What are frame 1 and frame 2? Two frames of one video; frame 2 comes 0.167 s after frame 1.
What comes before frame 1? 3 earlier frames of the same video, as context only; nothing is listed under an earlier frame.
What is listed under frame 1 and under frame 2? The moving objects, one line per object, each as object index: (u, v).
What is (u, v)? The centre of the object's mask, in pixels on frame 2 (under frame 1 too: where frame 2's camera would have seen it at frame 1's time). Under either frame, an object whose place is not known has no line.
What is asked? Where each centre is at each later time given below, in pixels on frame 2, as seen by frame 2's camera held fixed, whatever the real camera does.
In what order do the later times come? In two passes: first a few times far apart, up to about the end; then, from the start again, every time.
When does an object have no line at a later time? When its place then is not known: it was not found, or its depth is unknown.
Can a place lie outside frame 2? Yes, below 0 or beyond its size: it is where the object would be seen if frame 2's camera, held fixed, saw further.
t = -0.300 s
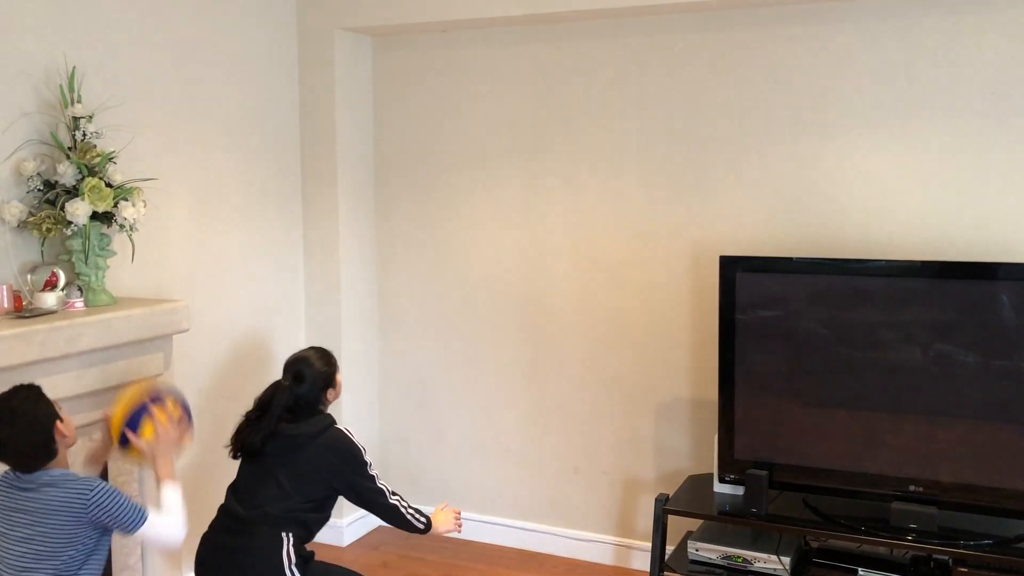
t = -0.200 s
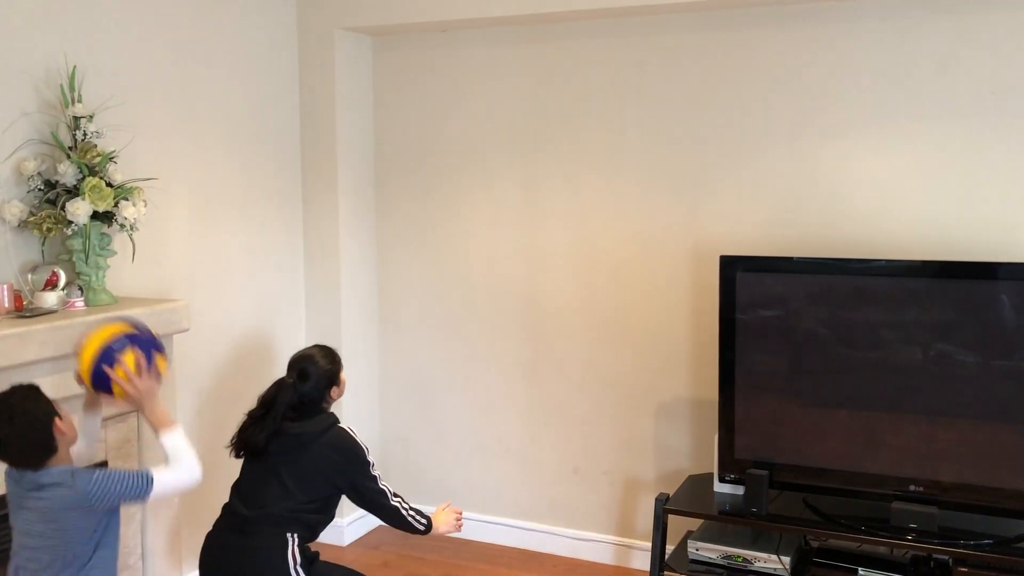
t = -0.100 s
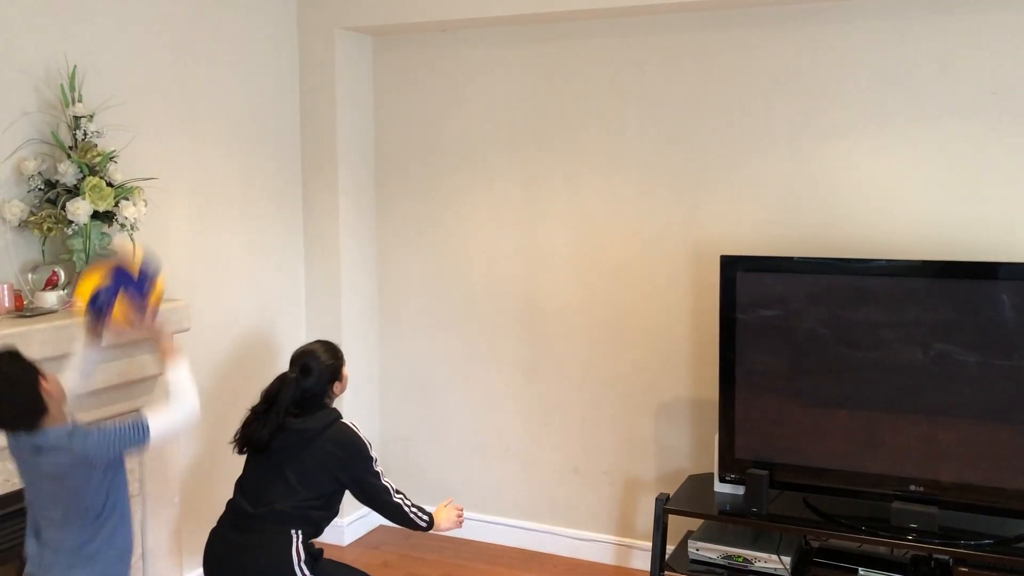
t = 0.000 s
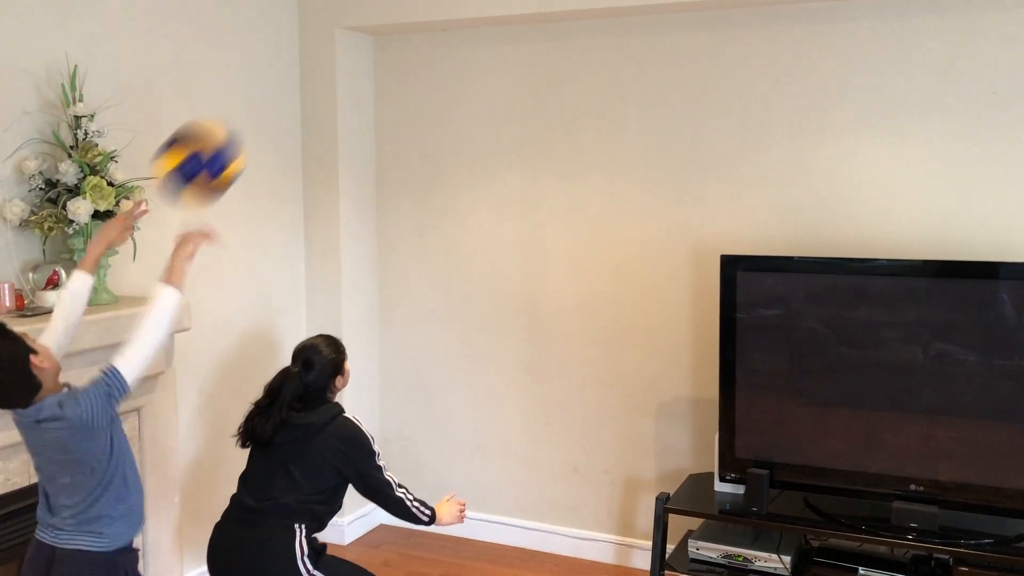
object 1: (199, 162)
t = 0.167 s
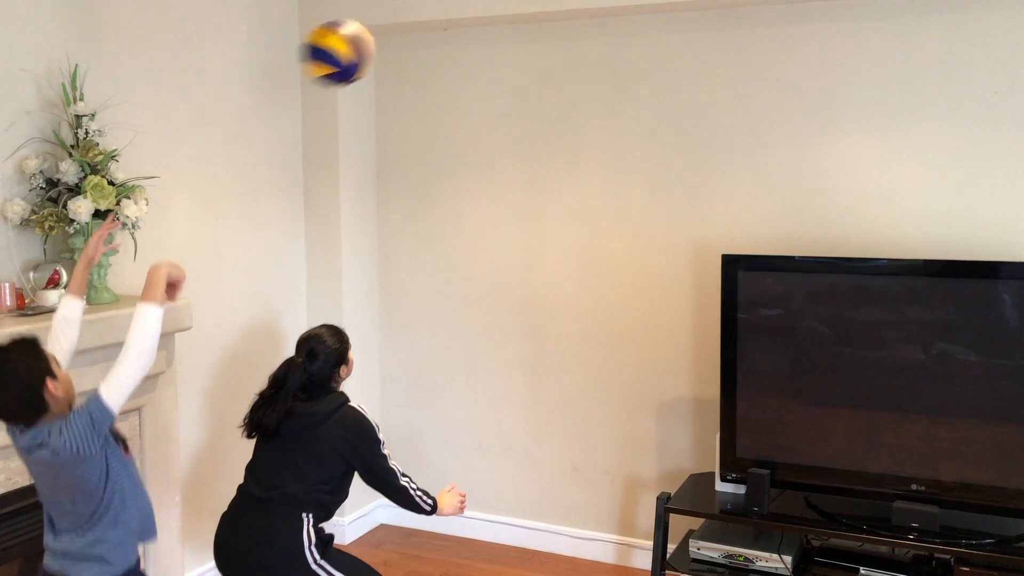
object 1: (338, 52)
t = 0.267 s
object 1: (399, 39)
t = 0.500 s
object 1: (509, 105)
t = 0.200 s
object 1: (360, 44)
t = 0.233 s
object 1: (381, 40)
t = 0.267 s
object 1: (399, 39)
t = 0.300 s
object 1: (417, 41)
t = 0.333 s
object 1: (434, 46)
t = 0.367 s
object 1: (450, 53)
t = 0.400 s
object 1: (466, 63)
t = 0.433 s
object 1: (481, 76)
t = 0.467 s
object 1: (495, 90)
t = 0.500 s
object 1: (509, 105)
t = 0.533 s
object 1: (521, 122)
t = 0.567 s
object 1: (533, 141)
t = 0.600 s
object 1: (534, 156)
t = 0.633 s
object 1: (527, 171)
